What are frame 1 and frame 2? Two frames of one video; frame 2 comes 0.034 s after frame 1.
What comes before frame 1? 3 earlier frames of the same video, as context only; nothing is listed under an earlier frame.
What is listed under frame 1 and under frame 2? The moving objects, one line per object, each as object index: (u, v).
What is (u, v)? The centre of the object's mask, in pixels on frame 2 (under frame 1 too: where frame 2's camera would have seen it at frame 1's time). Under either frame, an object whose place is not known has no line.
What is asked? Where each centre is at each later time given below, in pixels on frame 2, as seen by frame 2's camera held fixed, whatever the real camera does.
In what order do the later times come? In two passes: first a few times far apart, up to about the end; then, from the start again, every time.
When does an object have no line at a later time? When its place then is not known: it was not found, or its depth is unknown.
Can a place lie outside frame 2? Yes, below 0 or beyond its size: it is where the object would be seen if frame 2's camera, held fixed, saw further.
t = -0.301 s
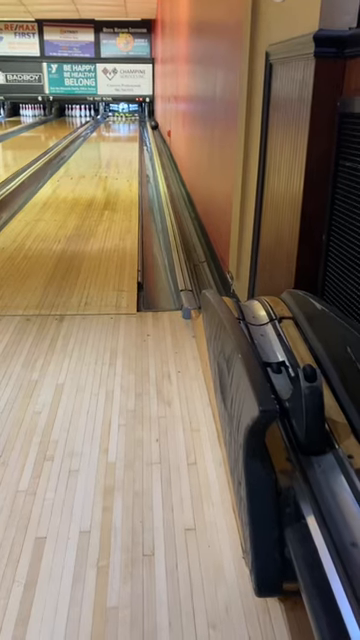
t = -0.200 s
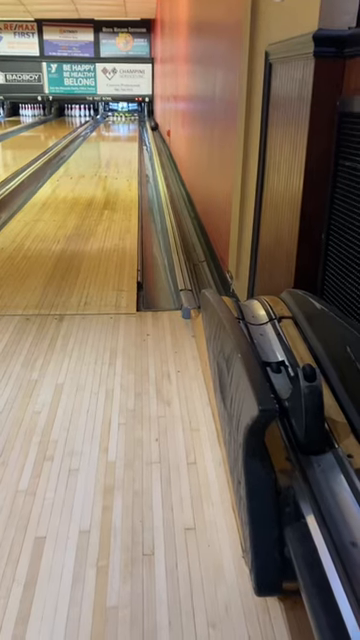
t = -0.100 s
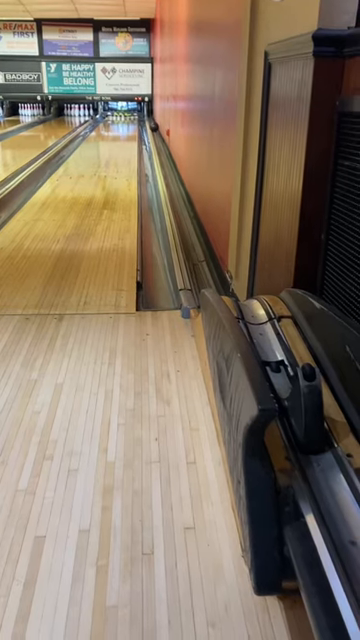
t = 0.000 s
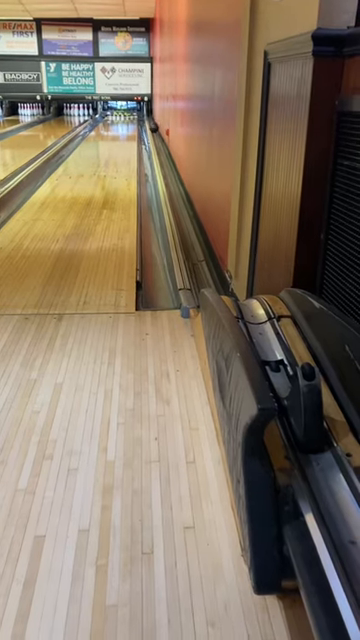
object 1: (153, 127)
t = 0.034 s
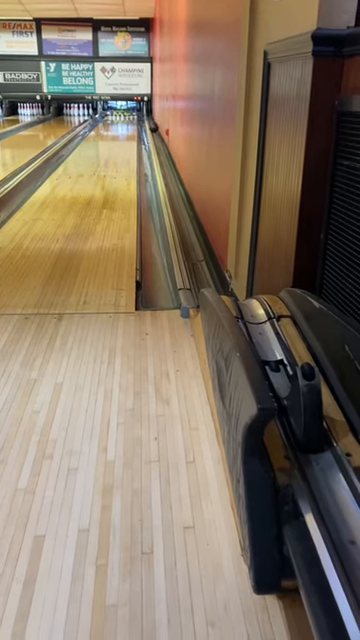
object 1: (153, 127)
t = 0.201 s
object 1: (154, 130)
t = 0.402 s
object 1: (155, 132)
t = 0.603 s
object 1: (156, 135)
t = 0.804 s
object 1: (157, 138)
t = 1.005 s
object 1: (158, 142)
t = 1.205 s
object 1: (160, 146)
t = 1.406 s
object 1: (161, 150)
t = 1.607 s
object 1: (164, 156)
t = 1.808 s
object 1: (166, 162)
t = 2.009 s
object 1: (169, 169)
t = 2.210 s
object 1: (171, 177)
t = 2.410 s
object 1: (175, 188)
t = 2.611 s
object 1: (179, 200)
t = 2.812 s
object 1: (185, 215)
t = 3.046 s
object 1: (195, 242)
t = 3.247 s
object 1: (210, 274)
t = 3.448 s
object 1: (222, 282)
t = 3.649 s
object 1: (237, 268)
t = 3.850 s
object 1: (255, 277)
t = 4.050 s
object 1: (281, 324)
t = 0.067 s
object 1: (153, 128)
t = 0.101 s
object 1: (154, 128)
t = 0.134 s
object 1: (154, 128)
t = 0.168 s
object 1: (154, 129)
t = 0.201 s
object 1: (154, 130)
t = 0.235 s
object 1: (154, 130)
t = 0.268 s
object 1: (154, 131)
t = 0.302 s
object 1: (154, 131)
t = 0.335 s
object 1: (154, 131)
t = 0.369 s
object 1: (155, 131)
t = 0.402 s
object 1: (155, 132)
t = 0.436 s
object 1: (155, 132)
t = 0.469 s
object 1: (155, 133)
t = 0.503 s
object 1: (156, 134)
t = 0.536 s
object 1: (156, 134)
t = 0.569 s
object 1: (156, 135)
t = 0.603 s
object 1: (156, 135)
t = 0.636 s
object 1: (156, 136)
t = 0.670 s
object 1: (156, 136)
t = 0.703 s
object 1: (156, 136)
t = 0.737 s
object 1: (157, 137)
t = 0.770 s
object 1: (157, 138)
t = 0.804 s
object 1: (157, 138)
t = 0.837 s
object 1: (157, 138)
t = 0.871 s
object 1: (158, 140)
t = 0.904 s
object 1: (158, 140)
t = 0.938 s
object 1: (158, 141)
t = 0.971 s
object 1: (158, 141)
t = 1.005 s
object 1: (158, 142)
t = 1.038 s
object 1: (159, 142)
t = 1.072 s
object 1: (159, 143)
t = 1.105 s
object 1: (159, 144)
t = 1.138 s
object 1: (159, 144)
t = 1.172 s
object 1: (160, 145)
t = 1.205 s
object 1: (160, 146)
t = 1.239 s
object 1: (160, 146)
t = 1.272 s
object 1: (160, 147)
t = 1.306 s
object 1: (161, 148)
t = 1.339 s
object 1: (161, 149)
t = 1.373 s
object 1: (161, 149)
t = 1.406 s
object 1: (161, 150)
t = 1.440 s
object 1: (162, 151)
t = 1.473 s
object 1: (162, 152)
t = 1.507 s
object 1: (163, 153)
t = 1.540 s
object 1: (163, 154)
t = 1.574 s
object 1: (163, 155)
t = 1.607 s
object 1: (164, 156)
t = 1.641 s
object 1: (164, 157)
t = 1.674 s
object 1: (164, 158)
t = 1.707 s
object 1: (165, 159)
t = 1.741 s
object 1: (165, 160)
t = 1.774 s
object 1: (166, 161)
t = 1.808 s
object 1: (166, 162)
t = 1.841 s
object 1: (167, 163)
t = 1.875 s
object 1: (167, 164)
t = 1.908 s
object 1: (167, 165)
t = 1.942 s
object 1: (168, 166)
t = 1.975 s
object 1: (168, 168)
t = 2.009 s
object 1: (169, 169)
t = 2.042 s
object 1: (169, 171)
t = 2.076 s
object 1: (169, 171)
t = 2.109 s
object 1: (170, 173)
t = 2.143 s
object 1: (170, 175)
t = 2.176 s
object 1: (171, 176)
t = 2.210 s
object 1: (171, 177)
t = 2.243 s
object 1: (172, 179)
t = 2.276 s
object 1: (172, 181)
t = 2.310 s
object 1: (173, 182)
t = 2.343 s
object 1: (173, 184)
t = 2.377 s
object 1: (174, 186)
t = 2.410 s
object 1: (175, 188)
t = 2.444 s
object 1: (175, 189)
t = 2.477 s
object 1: (176, 192)
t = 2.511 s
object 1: (177, 194)
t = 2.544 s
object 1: (178, 196)
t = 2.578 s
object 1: (179, 198)
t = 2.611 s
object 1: (179, 200)
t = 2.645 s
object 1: (180, 203)
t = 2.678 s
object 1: (181, 205)
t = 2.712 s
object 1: (182, 207)
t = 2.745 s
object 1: (183, 210)
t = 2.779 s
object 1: (184, 213)
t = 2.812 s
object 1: (185, 215)
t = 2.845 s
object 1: (186, 218)
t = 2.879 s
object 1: (187, 221)
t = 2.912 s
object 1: (189, 227)
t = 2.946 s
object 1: (191, 231)
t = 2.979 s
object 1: (192, 235)
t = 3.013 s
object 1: (194, 239)
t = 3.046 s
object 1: (195, 242)
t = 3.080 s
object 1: (197, 247)
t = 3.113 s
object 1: (199, 251)
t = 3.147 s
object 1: (202, 258)
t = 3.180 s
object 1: (204, 263)
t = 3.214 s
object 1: (206, 268)
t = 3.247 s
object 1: (210, 274)
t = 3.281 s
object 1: (211, 278)
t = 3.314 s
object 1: (212, 281)
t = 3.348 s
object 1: (213, 284)
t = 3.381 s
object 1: (214, 284)
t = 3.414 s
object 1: (218, 284)
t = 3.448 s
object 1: (222, 282)
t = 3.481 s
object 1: (225, 279)
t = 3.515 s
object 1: (228, 277)
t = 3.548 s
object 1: (230, 275)
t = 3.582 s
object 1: (231, 272)
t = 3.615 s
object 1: (234, 270)
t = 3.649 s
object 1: (237, 268)
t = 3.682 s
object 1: (240, 266)
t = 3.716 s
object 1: (243, 266)
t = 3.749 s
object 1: (246, 266)
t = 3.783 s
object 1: (249, 267)
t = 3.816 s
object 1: (252, 272)
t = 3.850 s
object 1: (255, 277)
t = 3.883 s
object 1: (258, 286)
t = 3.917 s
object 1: (262, 288)
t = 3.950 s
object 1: (267, 295)
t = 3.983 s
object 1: (272, 309)
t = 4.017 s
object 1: (276, 320)
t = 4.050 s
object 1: (281, 324)
